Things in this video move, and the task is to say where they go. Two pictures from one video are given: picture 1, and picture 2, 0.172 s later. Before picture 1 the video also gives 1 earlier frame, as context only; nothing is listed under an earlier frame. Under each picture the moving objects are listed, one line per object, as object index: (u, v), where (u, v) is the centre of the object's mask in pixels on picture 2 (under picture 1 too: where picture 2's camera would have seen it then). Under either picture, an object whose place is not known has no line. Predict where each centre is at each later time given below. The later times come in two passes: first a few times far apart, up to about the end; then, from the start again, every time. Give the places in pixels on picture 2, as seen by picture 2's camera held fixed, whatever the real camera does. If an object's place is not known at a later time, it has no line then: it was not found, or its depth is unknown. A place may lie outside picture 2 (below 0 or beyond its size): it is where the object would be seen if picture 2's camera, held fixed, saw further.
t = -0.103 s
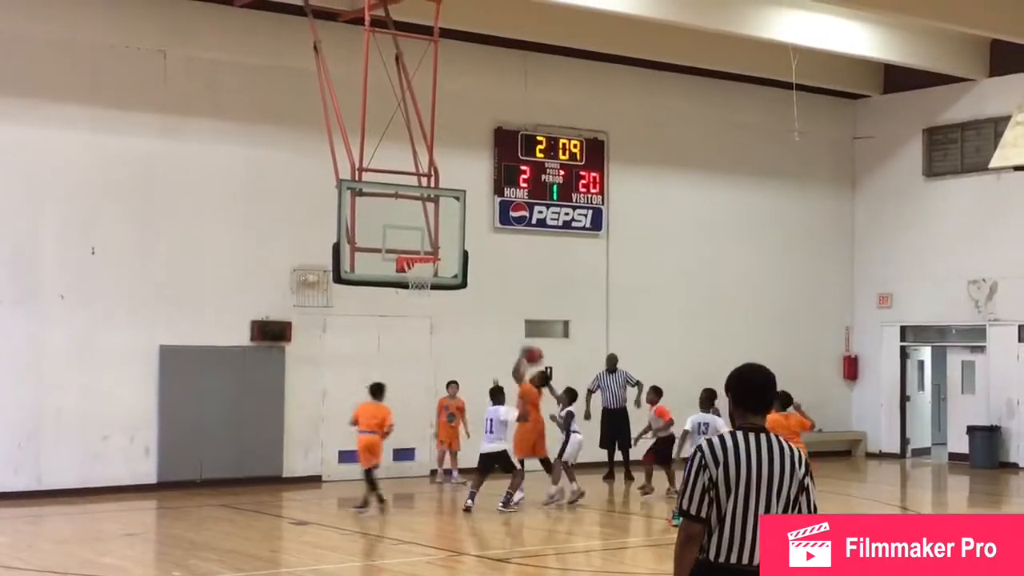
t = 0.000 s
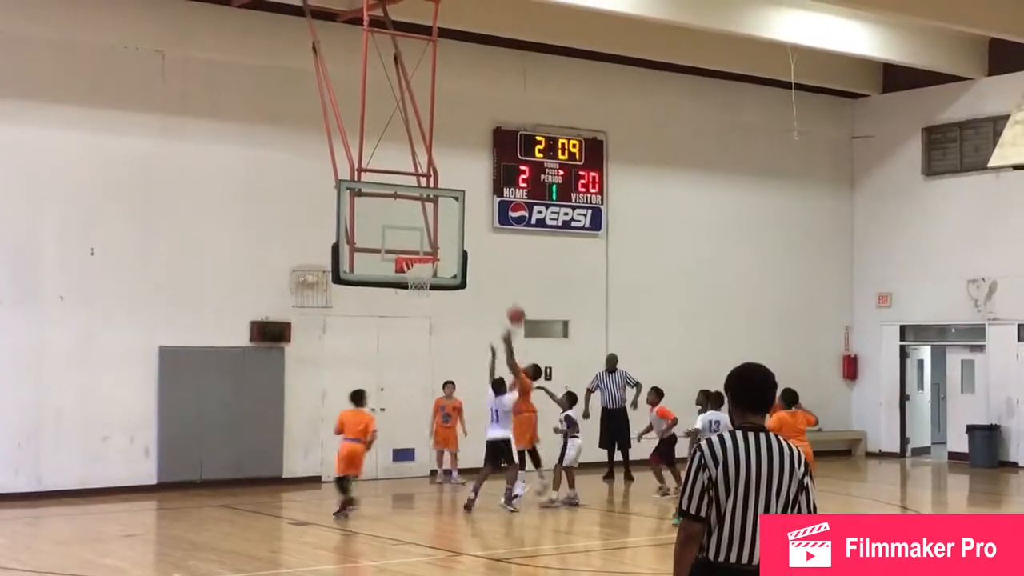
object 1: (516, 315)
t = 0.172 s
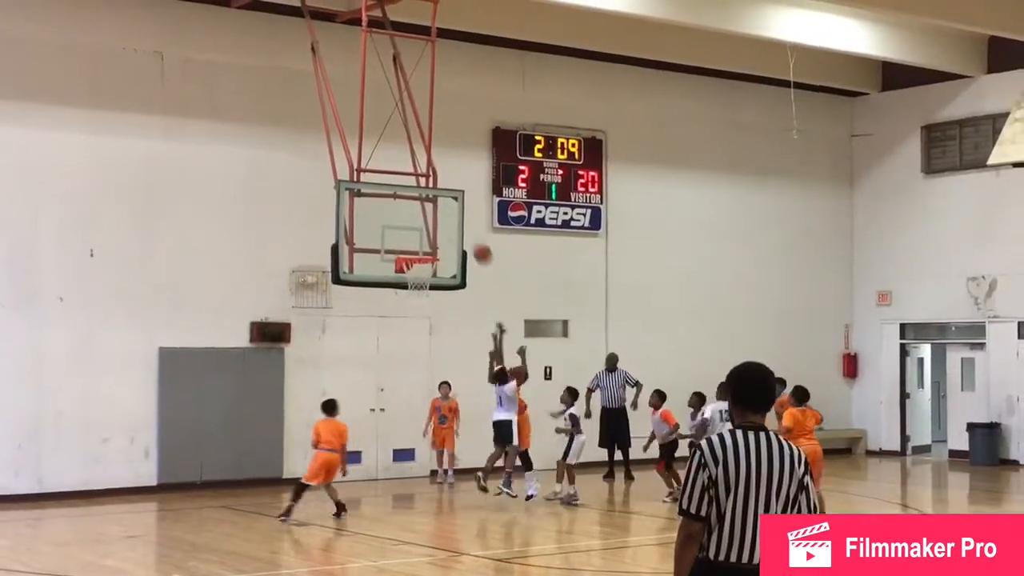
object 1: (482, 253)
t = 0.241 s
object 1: (468, 234)
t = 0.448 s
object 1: (425, 198)
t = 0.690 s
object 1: (407, 200)
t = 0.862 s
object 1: (398, 228)
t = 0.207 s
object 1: (475, 243)
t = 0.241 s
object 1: (468, 234)
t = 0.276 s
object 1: (460, 226)
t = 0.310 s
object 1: (453, 218)
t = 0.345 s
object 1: (447, 212)
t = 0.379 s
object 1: (440, 206)
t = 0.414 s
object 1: (433, 202)
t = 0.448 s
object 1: (425, 198)
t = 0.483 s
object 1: (418, 196)
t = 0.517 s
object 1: (414, 193)
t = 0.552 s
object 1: (413, 193)
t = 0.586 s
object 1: (411, 194)
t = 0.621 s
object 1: (410, 195)
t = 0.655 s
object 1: (408, 197)
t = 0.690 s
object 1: (407, 200)
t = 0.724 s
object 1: (405, 204)
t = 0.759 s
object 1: (403, 209)
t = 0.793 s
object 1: (402, 214)
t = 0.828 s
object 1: (400, 221)
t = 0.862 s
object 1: (398, 228)
